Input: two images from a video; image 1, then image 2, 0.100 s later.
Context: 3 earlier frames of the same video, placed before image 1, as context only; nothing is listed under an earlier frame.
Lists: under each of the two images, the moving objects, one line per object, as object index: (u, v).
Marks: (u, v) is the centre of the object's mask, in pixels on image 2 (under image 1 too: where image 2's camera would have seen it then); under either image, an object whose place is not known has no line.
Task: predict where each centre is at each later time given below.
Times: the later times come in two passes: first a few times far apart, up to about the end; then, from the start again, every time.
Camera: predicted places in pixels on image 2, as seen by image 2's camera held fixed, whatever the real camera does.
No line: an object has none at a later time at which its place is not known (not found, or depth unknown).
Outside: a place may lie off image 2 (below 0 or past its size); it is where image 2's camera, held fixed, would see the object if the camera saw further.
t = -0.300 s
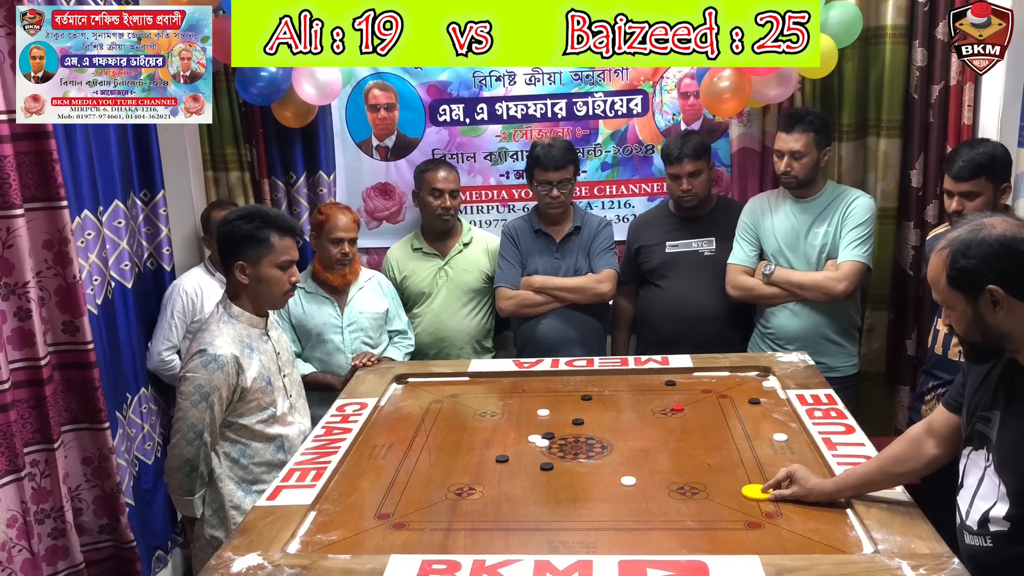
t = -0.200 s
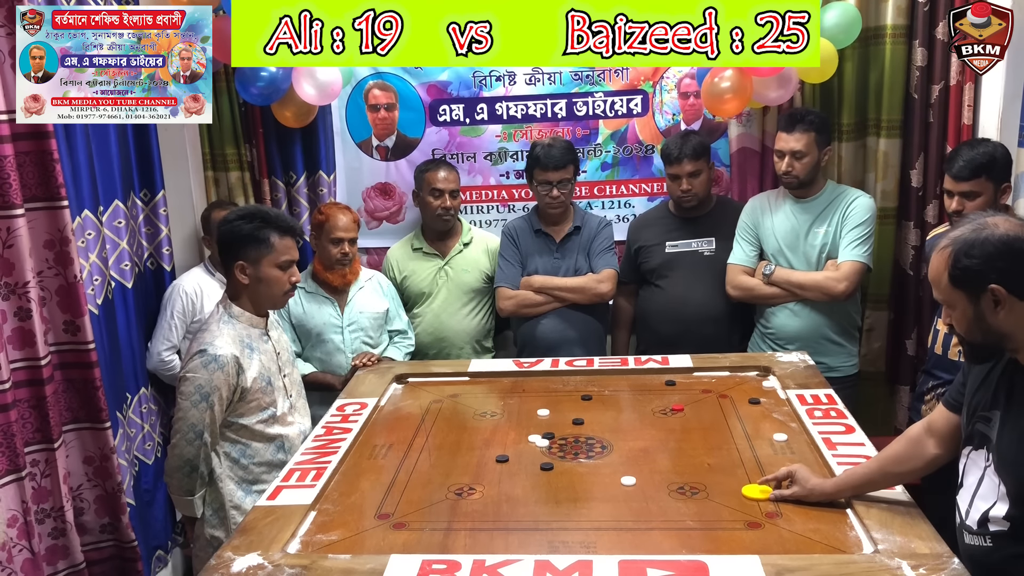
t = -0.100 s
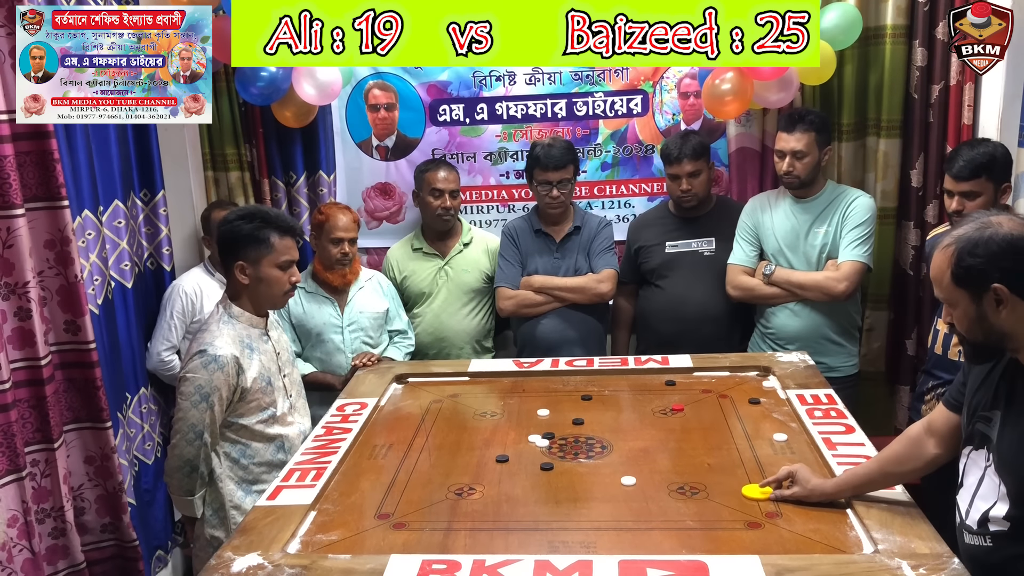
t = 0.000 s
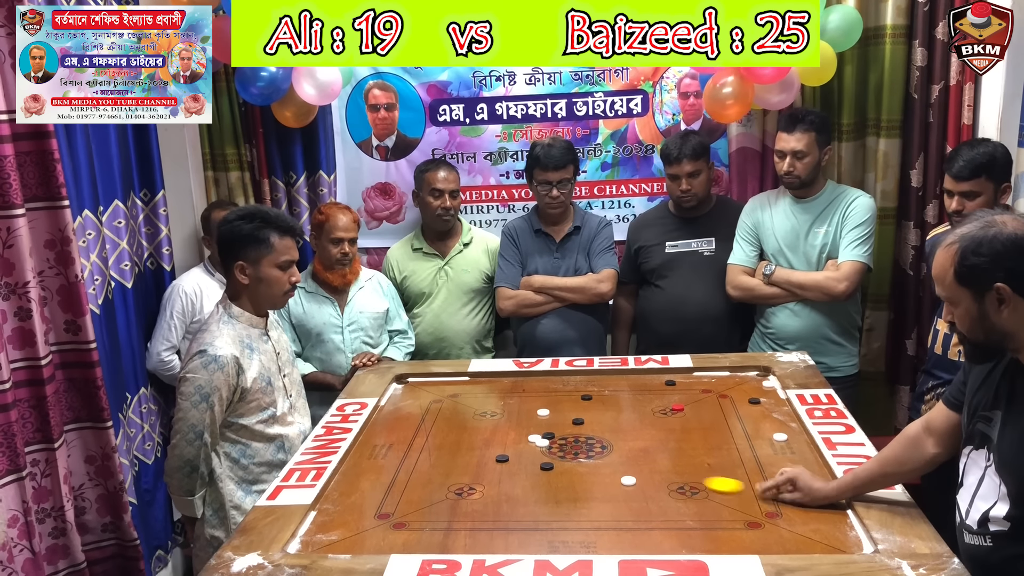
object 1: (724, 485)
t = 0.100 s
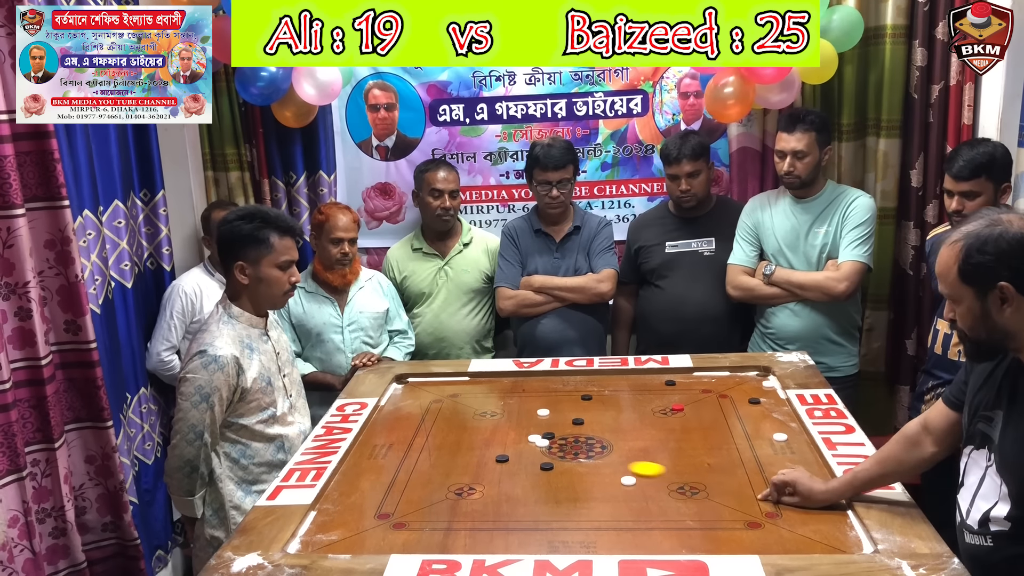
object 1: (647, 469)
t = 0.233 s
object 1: (561, 451)
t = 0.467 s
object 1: (471, 446)
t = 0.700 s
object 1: (405, 444)
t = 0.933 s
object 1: (377, 443)
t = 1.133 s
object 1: (392, 442)
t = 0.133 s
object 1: (624, 464)
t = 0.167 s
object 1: (602, 460)
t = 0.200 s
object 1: (580, 455)
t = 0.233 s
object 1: (561, 451)
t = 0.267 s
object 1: (544, 449)
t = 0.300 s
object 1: (531, 448)
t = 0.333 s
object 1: (518, 448)
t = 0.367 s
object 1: (505, 447)
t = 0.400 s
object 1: (493, 447)
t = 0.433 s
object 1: (482, 446)
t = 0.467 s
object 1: (471, 446)
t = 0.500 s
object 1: (460, 446)
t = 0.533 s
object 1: (450, 445)
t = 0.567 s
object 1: (440, 445)
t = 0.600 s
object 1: (431, 445)
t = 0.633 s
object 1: (422, 444)
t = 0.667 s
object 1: (413, 444)
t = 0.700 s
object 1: (405, 444)
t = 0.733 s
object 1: (397, 444)
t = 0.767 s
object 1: (389, 444)
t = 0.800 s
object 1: (382, 444)
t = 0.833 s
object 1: (375, 443)
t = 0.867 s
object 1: (369, 443)
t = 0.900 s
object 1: (372, 443)
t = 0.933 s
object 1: (377, 443)
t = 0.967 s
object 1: (381, 443)
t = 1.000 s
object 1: (384, 442)
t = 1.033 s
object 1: (387, 442)
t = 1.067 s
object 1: (389, 442)
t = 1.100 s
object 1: (391, 442)
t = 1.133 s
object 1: (392, 442)
